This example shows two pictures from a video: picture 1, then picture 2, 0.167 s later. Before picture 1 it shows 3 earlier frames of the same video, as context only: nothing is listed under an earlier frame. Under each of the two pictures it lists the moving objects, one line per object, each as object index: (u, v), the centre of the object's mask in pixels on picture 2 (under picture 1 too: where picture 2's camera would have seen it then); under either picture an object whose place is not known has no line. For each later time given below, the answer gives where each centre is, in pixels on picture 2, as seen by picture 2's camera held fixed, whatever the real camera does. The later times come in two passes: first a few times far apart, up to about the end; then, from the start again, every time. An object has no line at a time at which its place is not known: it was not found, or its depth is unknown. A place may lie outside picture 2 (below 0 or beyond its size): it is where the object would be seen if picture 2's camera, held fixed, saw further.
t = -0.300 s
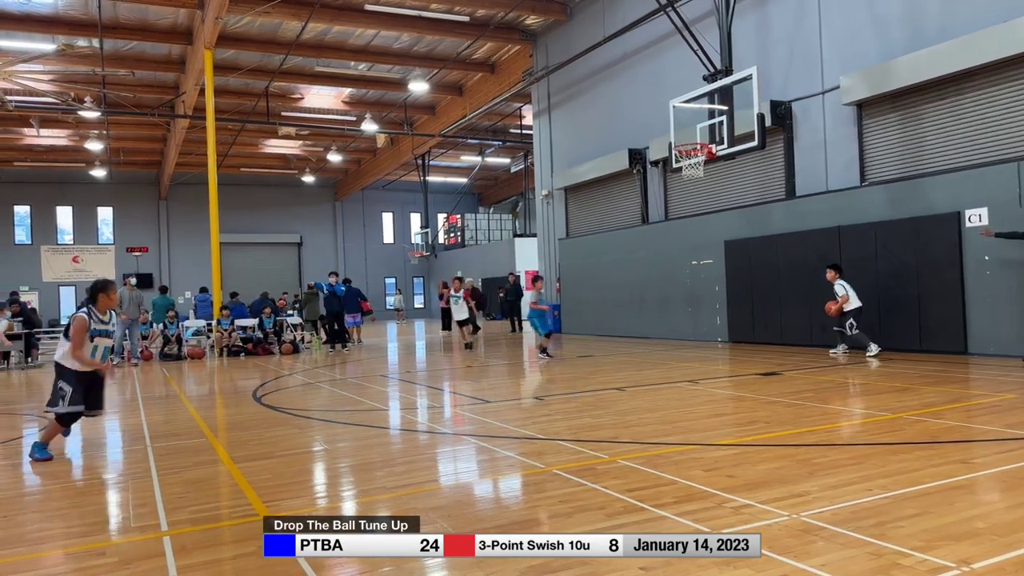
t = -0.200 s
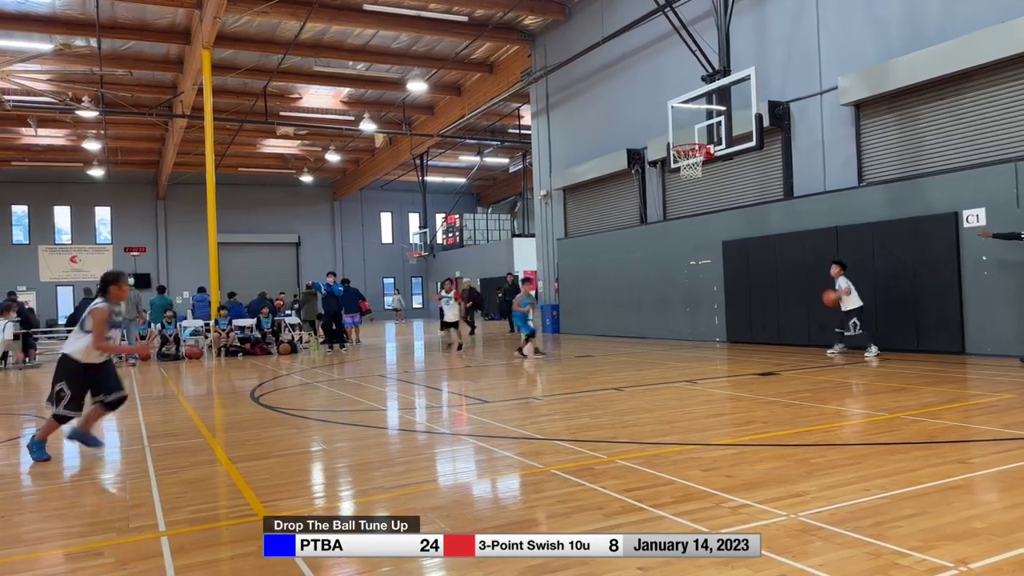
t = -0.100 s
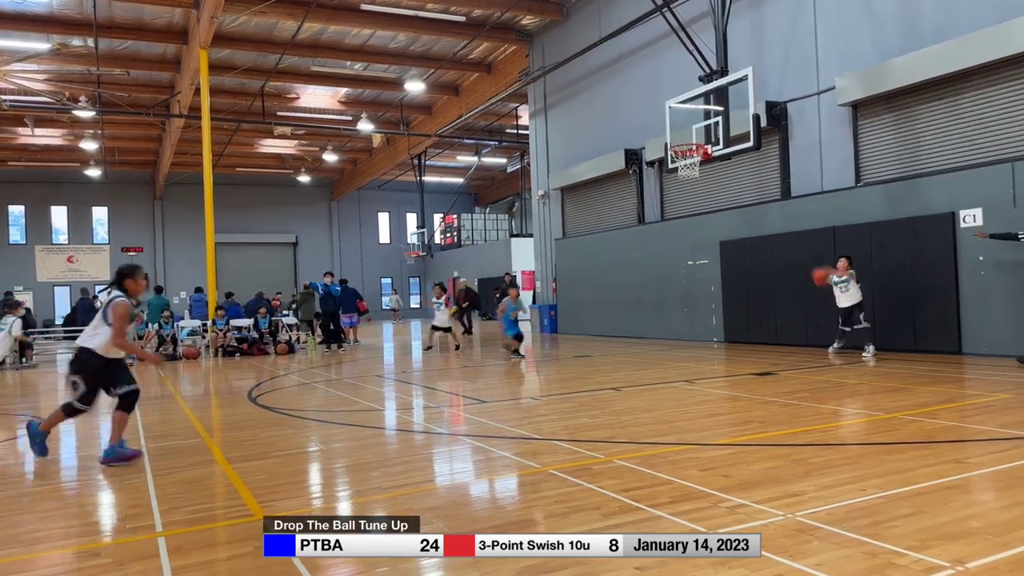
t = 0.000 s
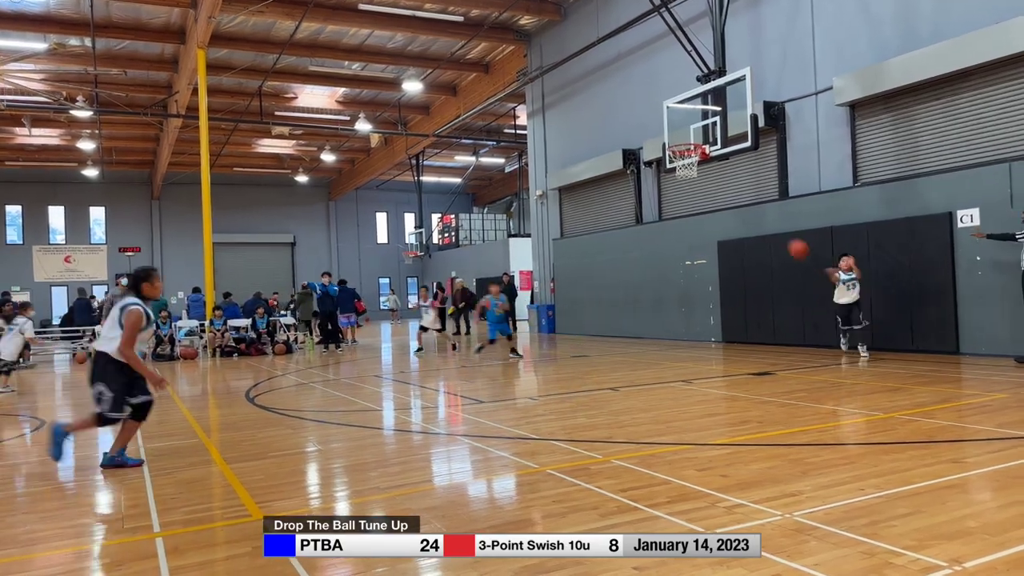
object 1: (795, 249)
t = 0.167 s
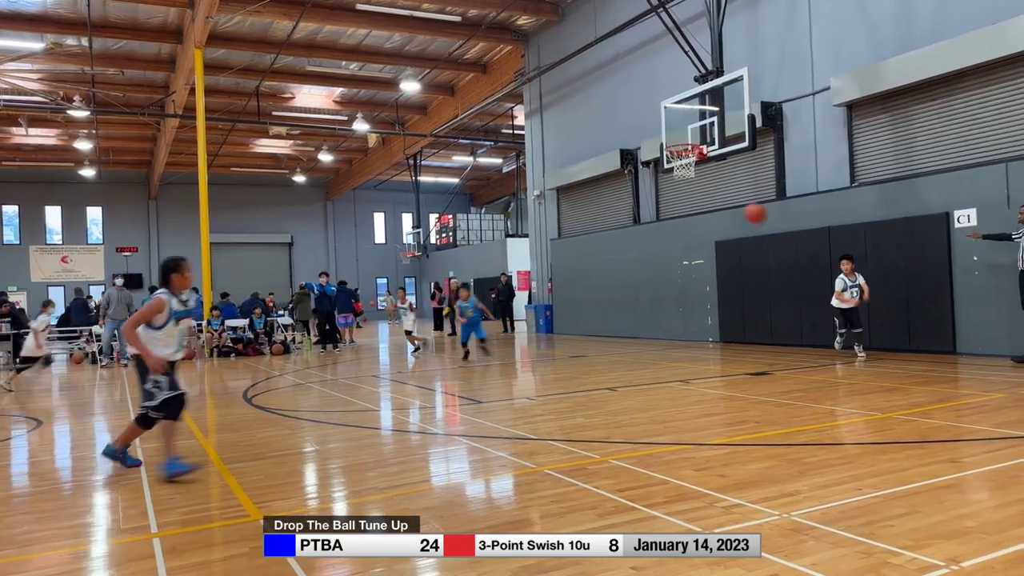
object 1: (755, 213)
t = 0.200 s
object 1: (747, 208)
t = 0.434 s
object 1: (668, 196)
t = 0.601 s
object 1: (593, 223)
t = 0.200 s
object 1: (747, 208)
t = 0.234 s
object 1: (736, 203)
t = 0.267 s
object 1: (726, 200)
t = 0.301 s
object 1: (716, 197)
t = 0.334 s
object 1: (705, 195)
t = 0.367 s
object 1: (693, 194)
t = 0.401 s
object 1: (681, 194)
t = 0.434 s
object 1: (668, 196)
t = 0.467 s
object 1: (655, 198)
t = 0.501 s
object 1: (641, 202)
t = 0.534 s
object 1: (626, 207)
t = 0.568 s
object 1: (609, 214)
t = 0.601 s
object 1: (593, 223)
